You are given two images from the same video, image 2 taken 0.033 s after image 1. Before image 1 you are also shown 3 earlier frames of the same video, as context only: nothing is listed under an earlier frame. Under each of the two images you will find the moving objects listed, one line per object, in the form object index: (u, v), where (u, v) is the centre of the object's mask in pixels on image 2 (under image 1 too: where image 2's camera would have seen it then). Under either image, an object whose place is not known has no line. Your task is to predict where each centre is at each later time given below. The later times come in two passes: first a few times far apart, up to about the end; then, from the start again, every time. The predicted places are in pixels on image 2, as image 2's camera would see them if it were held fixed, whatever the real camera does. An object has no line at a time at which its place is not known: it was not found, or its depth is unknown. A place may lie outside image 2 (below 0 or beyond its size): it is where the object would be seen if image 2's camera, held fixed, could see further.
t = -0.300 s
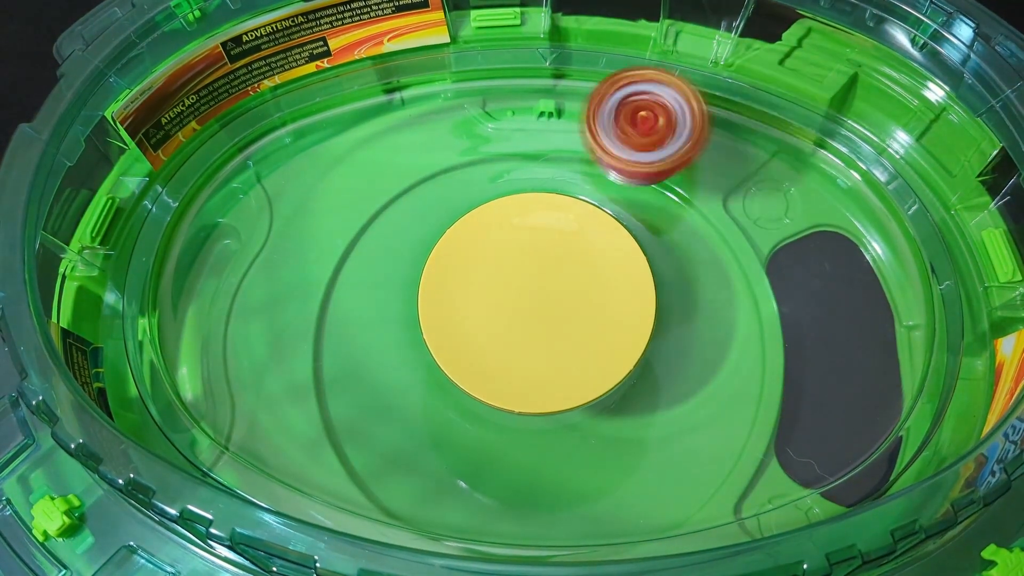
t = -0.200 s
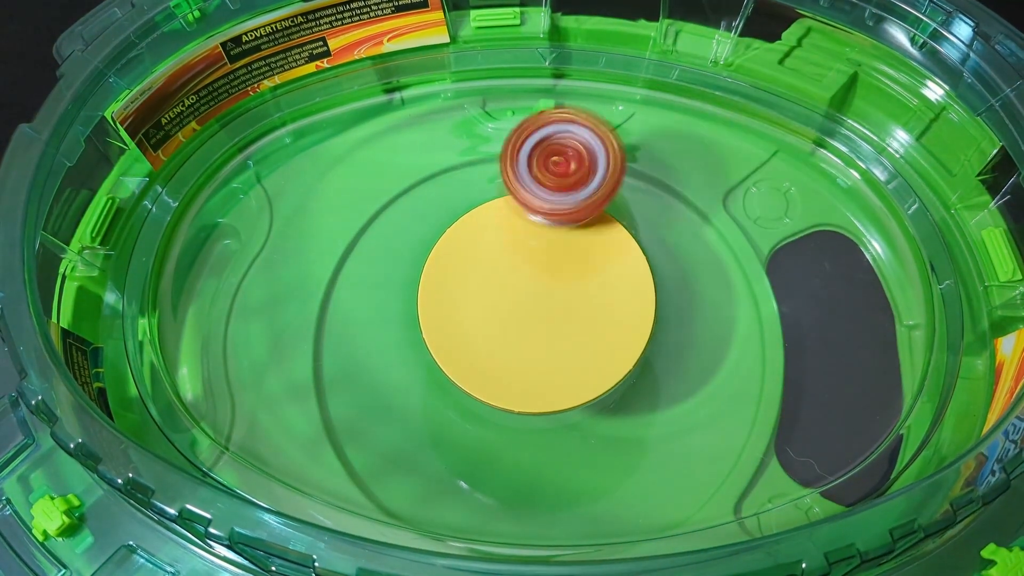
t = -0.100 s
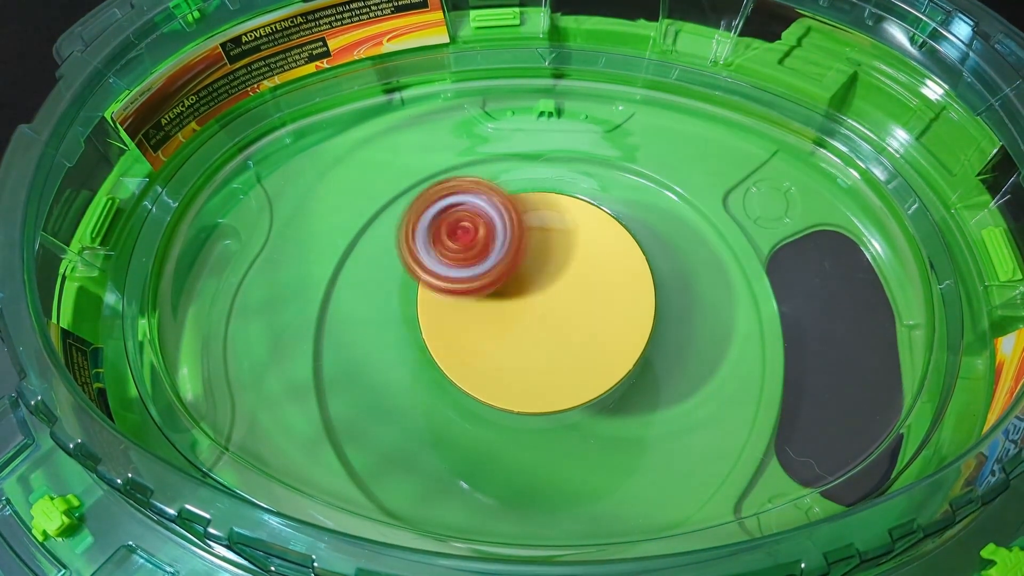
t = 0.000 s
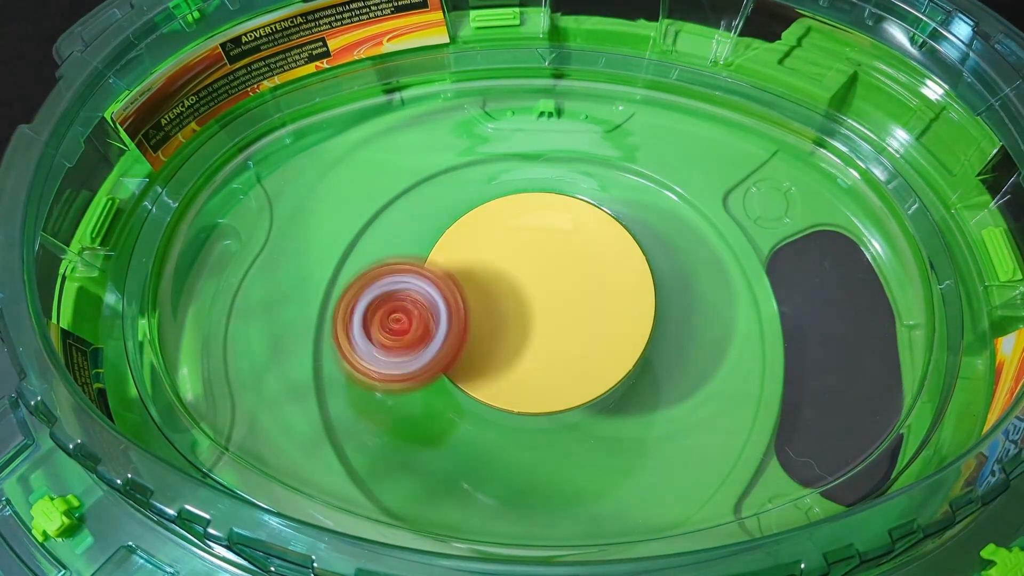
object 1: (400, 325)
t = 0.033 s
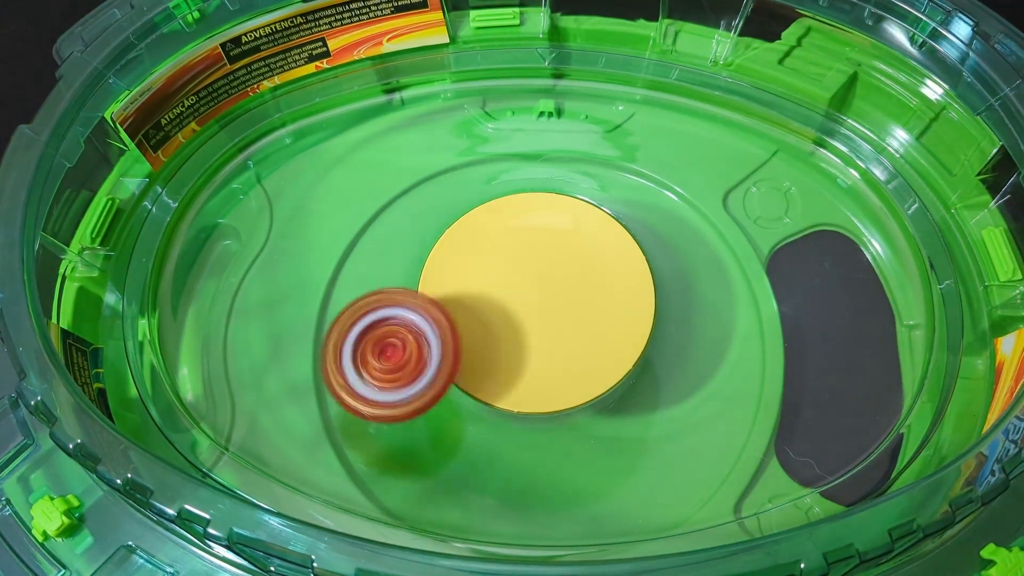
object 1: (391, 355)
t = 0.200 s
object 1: (431, 466)
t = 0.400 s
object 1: (626, 378)
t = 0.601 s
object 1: (750, 202)
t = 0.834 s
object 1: (719, 98)
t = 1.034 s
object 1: (558, 161)
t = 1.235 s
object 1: (393, 332)
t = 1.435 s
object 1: (440, 465)
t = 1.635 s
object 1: (640, 370)
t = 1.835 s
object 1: (754, 198)
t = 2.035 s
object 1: (726, 84)
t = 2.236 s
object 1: (571, 130)
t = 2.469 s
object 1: (404, 315)
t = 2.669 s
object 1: (509, 481)
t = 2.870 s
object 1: (715, 341)
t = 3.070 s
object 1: (775, 127)
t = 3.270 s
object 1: (626, 89)
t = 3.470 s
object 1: (350, 229)
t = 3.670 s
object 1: (214, 414)
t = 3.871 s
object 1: (404, 450)
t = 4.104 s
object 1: (680, 257)
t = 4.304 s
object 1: (708, 77)
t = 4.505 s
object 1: (595, 64)
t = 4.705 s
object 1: (412, 176)
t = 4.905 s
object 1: (304, 354)
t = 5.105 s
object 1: (344, 469)
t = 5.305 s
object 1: (567, 438)
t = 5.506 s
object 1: (722, 258)
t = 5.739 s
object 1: (720, 81)
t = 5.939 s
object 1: (593, 66)
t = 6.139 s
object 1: (419, 138)
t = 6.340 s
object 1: (321, 298)
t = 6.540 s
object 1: (346, 452)
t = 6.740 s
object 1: (481, 494)
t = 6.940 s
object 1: (641, 406)
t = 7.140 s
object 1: (704, 265)
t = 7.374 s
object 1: (680, 137)
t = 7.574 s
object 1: (592, 86)
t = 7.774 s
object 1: (499, 124)
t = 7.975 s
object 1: (443, 227)
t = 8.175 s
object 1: (526, 367)
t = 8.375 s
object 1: (650, 315)
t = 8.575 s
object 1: (595, 192)
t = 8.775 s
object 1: (443, 234)
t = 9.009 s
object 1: (484, 371)
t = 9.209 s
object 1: (624, 305)
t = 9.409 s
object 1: (580, 188)
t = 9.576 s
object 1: (467, 186)
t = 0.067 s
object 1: (389, 387)
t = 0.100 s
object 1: (390, 412)
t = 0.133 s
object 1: (400, 435)
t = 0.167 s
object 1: (411, 456)
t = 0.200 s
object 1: (431, 466)
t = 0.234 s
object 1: (457, 464)
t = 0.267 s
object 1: (486, 454)
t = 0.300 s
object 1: (522, 441)
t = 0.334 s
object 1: (554, 424)
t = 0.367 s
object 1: (591, 401)
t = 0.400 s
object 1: (626, 378)
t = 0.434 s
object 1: (655, 350)
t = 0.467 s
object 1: (682, 318)
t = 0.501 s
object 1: (704, 288)
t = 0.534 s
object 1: (721, 258)
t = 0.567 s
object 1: (737, 229)
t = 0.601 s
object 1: (750, 202)
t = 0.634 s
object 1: (757, 177)
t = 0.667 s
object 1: (760, 153)
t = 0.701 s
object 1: (760, 132)
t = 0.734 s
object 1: (756, 114)
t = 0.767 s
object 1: (748, 97)
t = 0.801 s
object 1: (738, 89)
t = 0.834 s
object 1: (719, 98)
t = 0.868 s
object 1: (696, 104)
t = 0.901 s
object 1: (673, 112)
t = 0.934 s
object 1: (648, 123)
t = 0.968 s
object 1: (619, 134)
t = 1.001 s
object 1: (588, 146)
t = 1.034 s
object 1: (558, 161)
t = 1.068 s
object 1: (527, 181)
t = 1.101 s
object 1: (487, 206)
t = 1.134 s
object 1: (452, 231)
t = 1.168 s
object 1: (426, 262)
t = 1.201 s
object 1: (406, 297)
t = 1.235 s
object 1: (393, 332)
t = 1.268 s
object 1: (386, 365)
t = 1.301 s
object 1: (386, 396)
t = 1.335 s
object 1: (392, 426)
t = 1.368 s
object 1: (400, 452)
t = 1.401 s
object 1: (416, 465)
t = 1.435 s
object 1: (440, 465)
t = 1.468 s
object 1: (470, 459)
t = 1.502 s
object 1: (503, 450)
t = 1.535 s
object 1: (540, 435)
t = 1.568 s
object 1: (575, 417)
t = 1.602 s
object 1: (609, 395)
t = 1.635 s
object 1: (640, 370)
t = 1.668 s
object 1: (668, 342)
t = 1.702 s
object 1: (693, 310)
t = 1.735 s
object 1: (713, 279)
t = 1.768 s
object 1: (730, 250)
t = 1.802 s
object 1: (744, 223)
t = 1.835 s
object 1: (754, 198)
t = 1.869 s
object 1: (759, 173)
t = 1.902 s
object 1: (759, 151)
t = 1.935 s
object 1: (755, 131)
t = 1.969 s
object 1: (748, 112)
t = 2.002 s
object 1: (738, 96)
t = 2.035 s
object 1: (726, 84)
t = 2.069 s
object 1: (706, 90)
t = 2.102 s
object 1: (683, 95)
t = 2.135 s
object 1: (658, 100)
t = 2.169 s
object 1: (631, 109)
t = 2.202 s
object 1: (602, 119)
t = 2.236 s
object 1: (571, 130)
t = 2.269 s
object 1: (540, 142)
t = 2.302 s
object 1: (508, 158)
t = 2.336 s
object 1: (476, 179)
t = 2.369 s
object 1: (445, 205)
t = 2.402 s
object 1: (420, 238)
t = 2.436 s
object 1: (407, 276)
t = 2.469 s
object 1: (404, 315)
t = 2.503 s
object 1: (408, 355)
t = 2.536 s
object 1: (418, 393)
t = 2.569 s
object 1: (432, 426)
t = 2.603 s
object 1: (452, 454)
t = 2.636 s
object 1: (477, 476)
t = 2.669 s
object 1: (509, 481)
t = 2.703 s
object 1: (546, 479)
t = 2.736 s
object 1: (583, 464)
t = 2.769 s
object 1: (622, 441)
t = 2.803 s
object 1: (657, 411)
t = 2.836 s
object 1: (689, 377)
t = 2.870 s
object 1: (715, 341)
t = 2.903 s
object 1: (736, 304)
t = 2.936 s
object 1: (754, 268)
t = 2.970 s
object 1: (768, 232)
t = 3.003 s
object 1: (777, 196)
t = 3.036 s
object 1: (779, 160)
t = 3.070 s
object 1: (775, 127)
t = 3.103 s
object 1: (770, 98)
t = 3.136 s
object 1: (750, 96)
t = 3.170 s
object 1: (726, 94)
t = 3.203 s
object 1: (698, 90)
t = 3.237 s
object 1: (663, 86)
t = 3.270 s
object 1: (626, 89)
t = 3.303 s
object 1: (586, 99)
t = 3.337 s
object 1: (545, 112)
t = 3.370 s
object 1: (499, 132)
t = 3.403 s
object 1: (431, 171)
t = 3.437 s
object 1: (392, 197)
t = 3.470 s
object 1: (350, 229)
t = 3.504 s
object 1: (313, 262)
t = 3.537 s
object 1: (283, 294)
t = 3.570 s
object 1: (254, 328)
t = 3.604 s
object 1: (227, 366)
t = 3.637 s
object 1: (210, 402)
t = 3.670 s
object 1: (214, 414)
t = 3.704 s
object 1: (232, 421)
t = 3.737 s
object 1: (256, 431)
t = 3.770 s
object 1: (281, 441)
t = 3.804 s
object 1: (318, 451)
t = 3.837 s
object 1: (357, 451)
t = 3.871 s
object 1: (404, 450)
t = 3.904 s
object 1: (446, 437)
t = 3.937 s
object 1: (499, 421)
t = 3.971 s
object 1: (543, 399)
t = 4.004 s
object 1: (592, 370)
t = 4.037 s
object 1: (628, 339)
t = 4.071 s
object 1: (659, 296)
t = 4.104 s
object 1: (680, 257)
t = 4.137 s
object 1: (694, 214)
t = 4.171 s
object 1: (707, 177)
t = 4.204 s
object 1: (713, 141)
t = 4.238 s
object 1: (718, 109)
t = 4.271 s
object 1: (717, 84)
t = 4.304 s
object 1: (708, 77)
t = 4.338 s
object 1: (696, 76)
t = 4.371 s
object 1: (680, 71)
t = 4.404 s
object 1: (665, 67)
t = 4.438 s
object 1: (643, 64)
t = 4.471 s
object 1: (619, 62)
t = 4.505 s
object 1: (595, 64)
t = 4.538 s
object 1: (566, 70)
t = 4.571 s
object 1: (537, 83)
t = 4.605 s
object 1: (508, 101)
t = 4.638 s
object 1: (473, 124)
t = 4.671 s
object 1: (439, 150)
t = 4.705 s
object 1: (412, 176)
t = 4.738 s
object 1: (383, 207)
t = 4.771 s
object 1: (360, 235)
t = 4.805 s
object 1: (342, 263)
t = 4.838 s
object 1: (324, 294)
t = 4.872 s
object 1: (311, 325)
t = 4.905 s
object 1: (304, 354)
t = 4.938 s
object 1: (300, 386)
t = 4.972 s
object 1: (298, 415)
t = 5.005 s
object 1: (303, 441)
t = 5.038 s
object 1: (309, 452)
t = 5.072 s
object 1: (320, 466)
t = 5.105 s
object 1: (344, 469)
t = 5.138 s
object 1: (373, 475)
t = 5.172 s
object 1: (403, 480)
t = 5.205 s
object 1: (439, 480)
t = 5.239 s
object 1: (479, 473)
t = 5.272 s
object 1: (525, 458)
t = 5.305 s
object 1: (567, 438)
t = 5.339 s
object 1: (608, 413)
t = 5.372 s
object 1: (642, 387)
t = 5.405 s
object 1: (668, 357)
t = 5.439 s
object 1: (690, 325)
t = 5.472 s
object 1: (709, 290)
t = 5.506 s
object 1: (722, 258)
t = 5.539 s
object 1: (734, 228)
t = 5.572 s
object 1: (741, 198)
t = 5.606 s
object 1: (745, 169)
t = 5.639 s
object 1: (743, 144)
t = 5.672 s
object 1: (737, 119)
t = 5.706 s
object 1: (729, 96)
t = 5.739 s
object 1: (720, 81)
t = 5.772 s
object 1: (701, 82)
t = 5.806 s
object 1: (684, 79)
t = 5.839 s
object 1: (664, 75)
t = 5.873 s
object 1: (643, 71)
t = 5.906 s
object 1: (619, 68)
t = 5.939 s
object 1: (593, 66)
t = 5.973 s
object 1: (567, 67)
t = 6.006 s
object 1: (538, 73)
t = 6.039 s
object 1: (508, 82)
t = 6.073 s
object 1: (476, 96)
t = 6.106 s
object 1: (446, 115)
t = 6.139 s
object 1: (419, 138)
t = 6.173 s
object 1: (394, 163)
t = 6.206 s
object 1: (373, 190)
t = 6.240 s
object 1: (355, 217)
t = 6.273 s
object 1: (341, 244)
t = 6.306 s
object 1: (330, 271)
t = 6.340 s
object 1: (321, 298)
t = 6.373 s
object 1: (316, 327)
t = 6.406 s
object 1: (314, 354)
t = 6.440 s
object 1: (316, 381)
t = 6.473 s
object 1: (322, 407)
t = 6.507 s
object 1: (332, 431)
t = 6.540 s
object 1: (346, 452)
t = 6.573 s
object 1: (365, 469)
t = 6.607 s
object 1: (386, 480)
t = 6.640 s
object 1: (406, 489)
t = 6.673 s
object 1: (430, 493)
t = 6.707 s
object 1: (455, 495)
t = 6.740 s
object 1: (481, 494)
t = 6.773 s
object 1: (506, 491)
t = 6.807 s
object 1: (533, 483)
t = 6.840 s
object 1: (562, 469)
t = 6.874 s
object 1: (589, 451)
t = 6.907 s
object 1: (617, 430)
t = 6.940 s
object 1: (641, 406)
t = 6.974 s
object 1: (661, 382)
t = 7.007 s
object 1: (676, 357)
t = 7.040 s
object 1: (687, 334)
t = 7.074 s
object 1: (695, 310)
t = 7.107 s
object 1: (701, 287)
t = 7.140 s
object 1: (704, 265)
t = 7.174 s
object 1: (707, 256)
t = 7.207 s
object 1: (708, 235)
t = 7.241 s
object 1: (708, 213)
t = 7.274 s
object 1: (705, 193)
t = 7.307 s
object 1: (699, 173)
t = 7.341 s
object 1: (691, 154)
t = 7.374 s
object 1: (680, 137)
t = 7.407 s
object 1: (668, 122)
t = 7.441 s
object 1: (654, 109)
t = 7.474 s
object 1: (639, 99)
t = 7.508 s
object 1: (624, 93)
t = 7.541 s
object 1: (608, 88)
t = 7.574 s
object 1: (592, 86)
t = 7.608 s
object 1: (576, 87)
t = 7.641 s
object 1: (560, 90)
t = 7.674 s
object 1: (544, 95)
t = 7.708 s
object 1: (529, 103)
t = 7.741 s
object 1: (514, 112)
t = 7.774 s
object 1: (499, 124)
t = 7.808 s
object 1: (485, 137)
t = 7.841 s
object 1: (473, 150)
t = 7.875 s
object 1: (463, 164)
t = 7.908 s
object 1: (455, 181)
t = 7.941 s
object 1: (448, 203)
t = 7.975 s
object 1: (443, 227)
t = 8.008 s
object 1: (443, 256)
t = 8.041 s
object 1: (448, 285)
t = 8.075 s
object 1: (460, 313)
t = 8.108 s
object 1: (478, 335)
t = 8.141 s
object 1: (500, 354)
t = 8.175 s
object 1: (526, 367)
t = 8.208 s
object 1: (554, 373)
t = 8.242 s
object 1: (581, 371)
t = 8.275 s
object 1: (605, 363)
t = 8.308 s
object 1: (624, 352)
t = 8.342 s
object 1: (639, 335)
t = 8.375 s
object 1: (650, 315)
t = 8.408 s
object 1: (656, 292)
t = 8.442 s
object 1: (658, 268)
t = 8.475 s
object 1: (654, 245)
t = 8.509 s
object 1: (642, 222)
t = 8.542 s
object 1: (621, 204)
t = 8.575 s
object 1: (595, 192)
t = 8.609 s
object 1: (566, 185)
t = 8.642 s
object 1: (537, 184)
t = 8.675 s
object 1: (508, 189)
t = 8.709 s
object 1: (482, 200)
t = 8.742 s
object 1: (460, 215)
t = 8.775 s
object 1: (443, 234)
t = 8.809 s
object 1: (433, 256)
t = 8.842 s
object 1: (427, 279)
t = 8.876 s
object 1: (427, 302)
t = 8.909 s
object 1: (433, 324)
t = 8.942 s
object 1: (441, 344)
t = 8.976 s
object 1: (459, 362)
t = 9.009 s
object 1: (484, 371)
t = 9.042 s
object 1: (513, 374)
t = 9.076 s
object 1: (544, 371)
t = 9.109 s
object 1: (573, 363)
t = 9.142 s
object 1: (596, 349)
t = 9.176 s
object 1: (613, 328)
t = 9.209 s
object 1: (624, 305)
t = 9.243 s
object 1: (631, 279)
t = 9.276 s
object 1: (630, 255)
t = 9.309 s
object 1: (626, 242)
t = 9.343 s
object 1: (615, 220)
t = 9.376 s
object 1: (599, 201)
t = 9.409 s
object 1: (580, 188)
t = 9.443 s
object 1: (560, 179)
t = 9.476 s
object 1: (537, 174)
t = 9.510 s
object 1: (513, 171)
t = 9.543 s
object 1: (489, 175)
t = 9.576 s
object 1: (467, 186)
